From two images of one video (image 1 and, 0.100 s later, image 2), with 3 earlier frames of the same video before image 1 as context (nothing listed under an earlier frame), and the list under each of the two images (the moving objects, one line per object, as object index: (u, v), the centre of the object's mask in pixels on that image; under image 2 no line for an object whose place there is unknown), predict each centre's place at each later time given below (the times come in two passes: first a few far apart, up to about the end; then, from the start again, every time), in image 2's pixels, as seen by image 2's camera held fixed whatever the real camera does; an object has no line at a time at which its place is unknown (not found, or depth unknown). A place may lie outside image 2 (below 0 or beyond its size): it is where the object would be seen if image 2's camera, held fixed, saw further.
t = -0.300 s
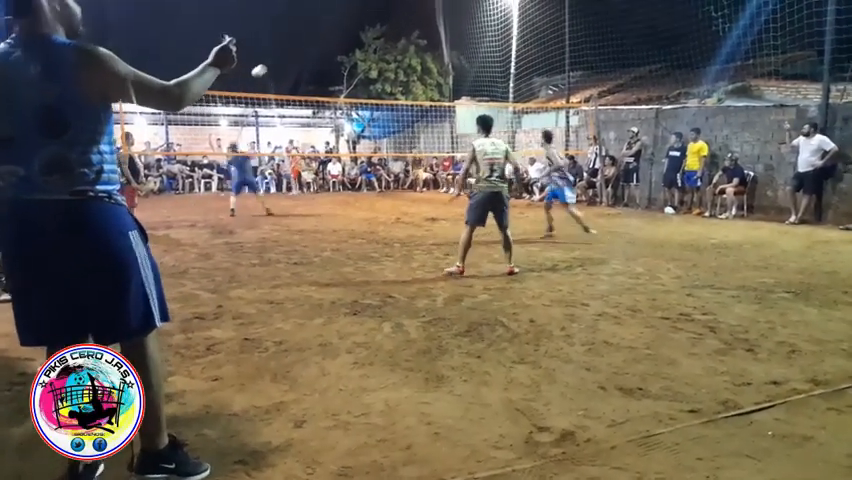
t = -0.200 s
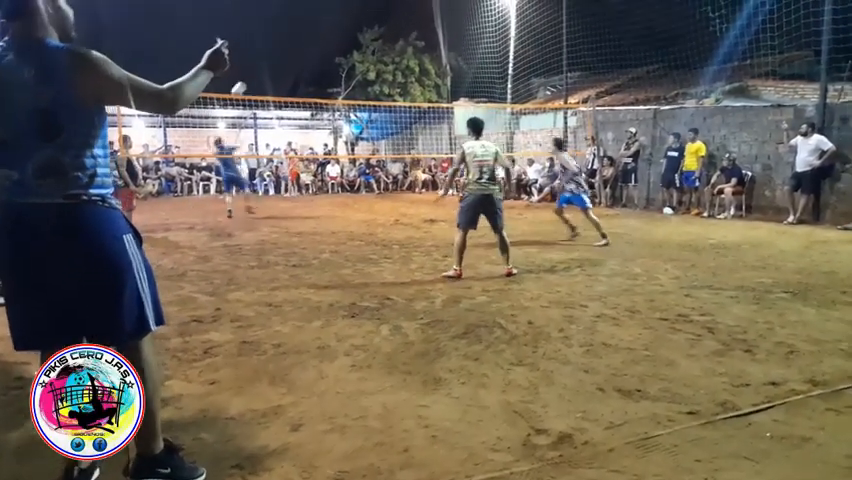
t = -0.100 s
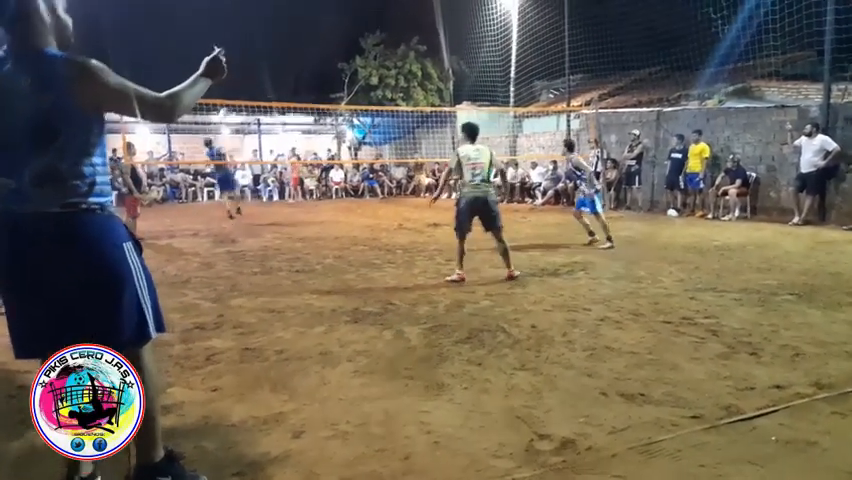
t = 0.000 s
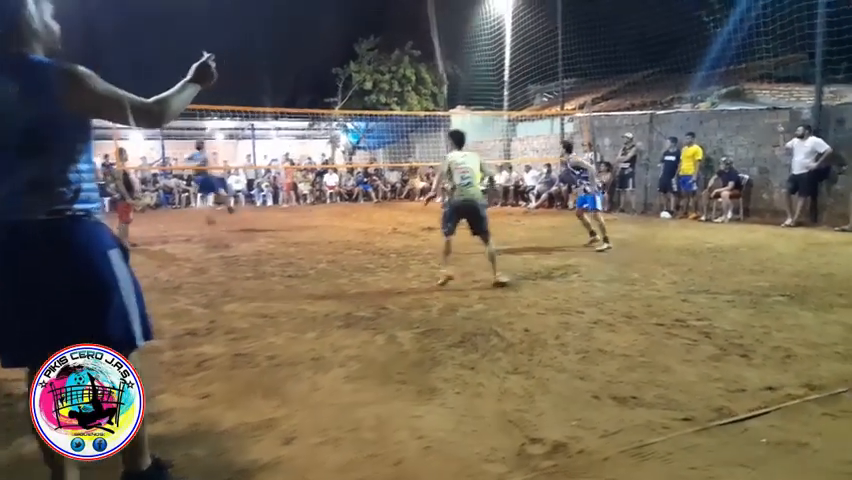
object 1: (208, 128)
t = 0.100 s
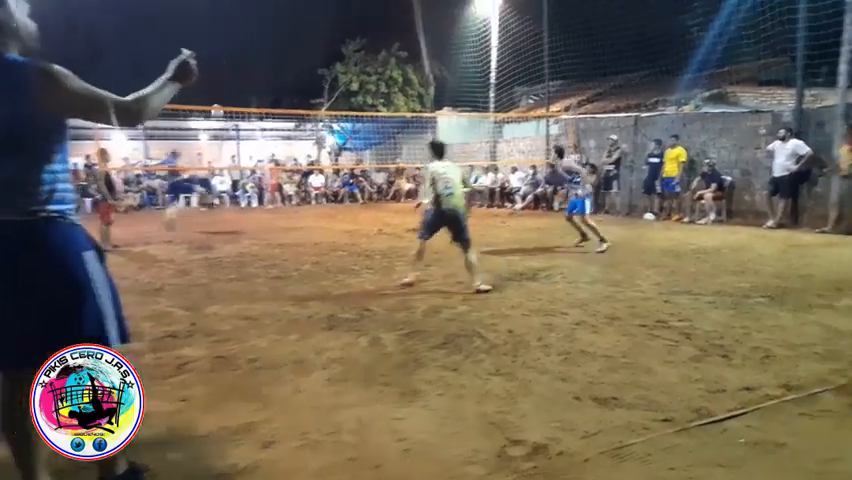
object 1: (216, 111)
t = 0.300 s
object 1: (263, 84)
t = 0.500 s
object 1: (314, 76)
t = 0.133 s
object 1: (224, 103)
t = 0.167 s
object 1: (231, 99)
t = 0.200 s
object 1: (239, 95)
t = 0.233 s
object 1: (247, 91)
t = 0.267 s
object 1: (255, 87)
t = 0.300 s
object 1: (263, 84)
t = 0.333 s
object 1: (271, 81)
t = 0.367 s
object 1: (280, 79)
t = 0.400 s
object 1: (288, 77)
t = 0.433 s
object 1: (297, 77)
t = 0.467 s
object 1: (305, 76)
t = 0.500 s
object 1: (314, 76)
